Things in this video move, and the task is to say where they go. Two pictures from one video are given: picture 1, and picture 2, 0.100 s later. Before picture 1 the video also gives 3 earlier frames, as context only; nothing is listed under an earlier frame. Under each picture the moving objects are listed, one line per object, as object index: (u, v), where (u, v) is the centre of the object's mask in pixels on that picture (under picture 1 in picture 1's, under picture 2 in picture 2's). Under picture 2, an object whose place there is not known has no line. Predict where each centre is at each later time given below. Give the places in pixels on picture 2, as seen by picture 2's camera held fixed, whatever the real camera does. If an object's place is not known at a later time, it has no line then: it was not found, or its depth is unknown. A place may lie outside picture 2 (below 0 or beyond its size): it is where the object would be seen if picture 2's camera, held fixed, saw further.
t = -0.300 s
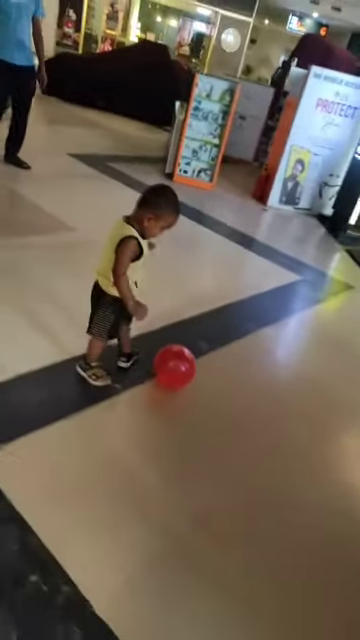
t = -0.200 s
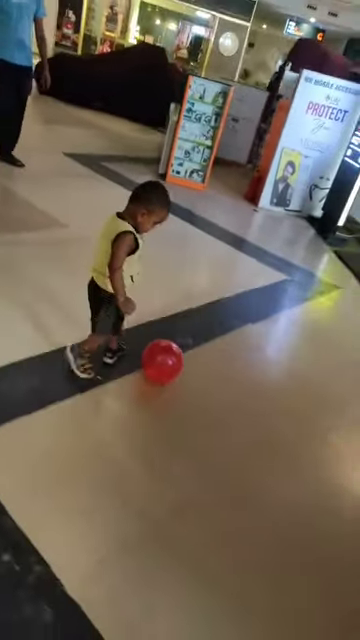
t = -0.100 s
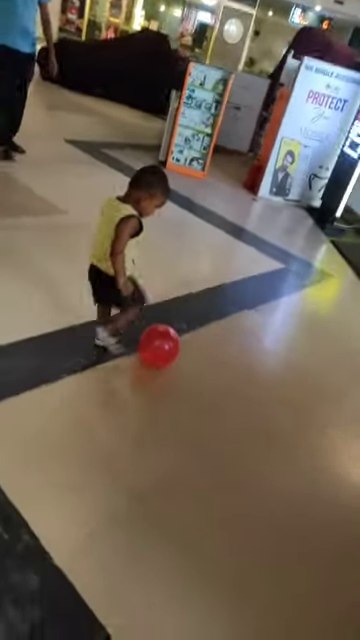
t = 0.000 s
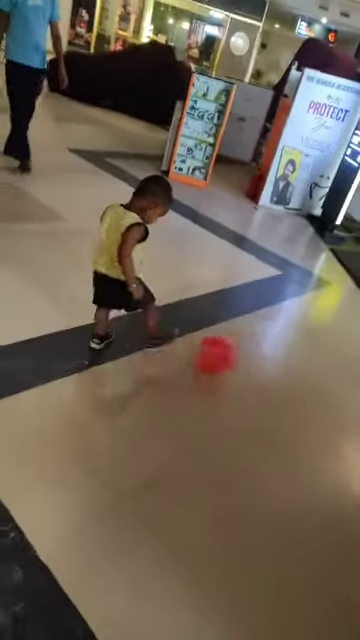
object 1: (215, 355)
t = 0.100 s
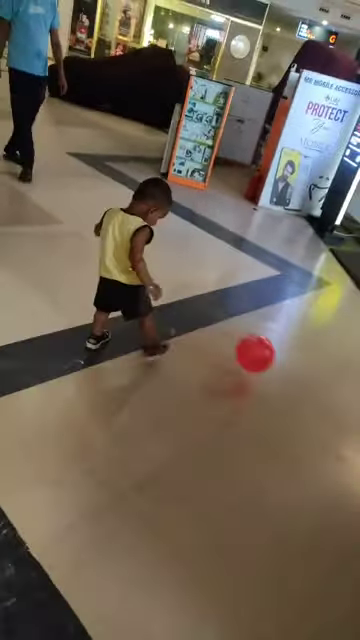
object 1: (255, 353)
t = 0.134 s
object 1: (265, 358)
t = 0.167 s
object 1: (276, 363)
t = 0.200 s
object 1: (291, 366)
